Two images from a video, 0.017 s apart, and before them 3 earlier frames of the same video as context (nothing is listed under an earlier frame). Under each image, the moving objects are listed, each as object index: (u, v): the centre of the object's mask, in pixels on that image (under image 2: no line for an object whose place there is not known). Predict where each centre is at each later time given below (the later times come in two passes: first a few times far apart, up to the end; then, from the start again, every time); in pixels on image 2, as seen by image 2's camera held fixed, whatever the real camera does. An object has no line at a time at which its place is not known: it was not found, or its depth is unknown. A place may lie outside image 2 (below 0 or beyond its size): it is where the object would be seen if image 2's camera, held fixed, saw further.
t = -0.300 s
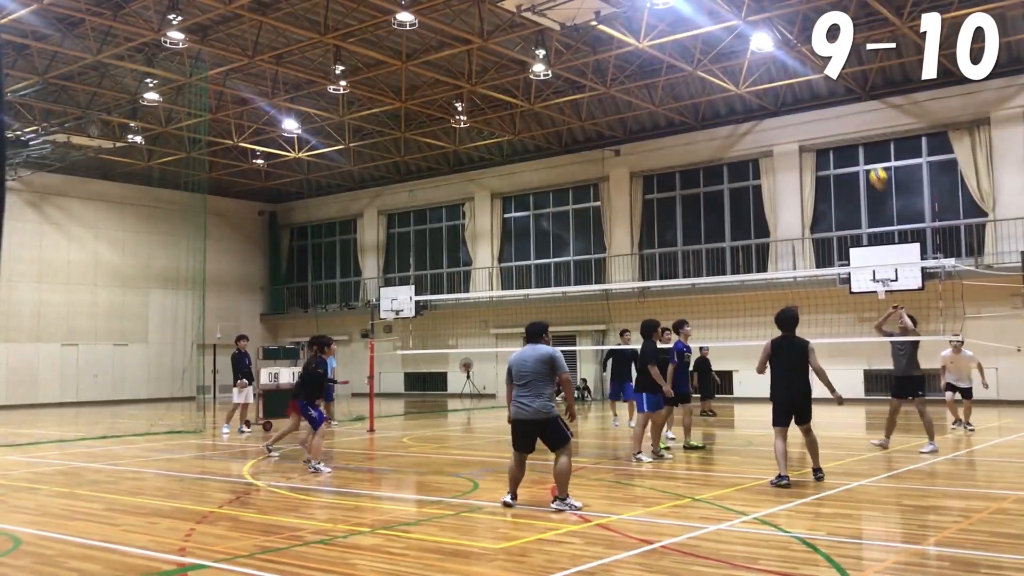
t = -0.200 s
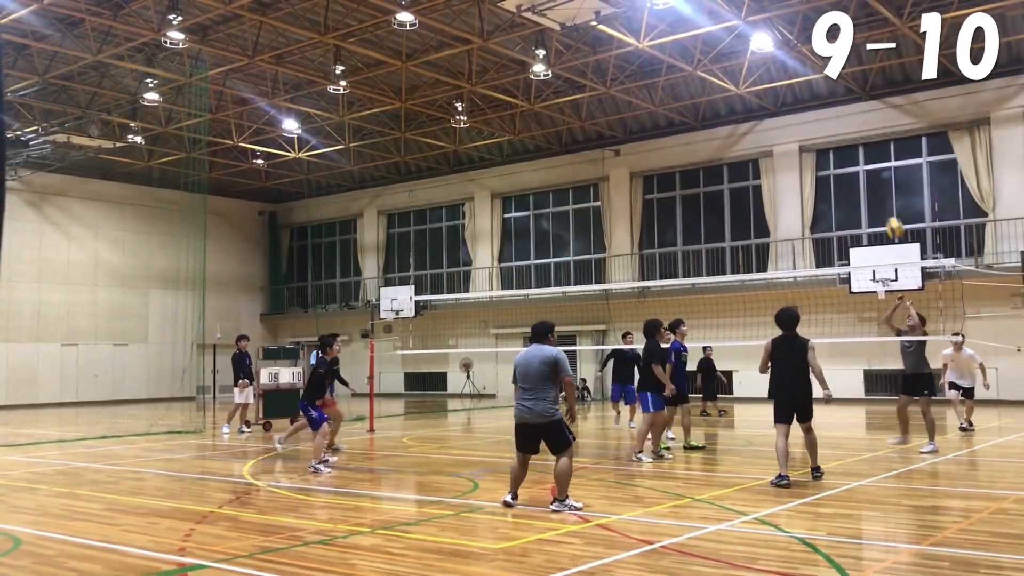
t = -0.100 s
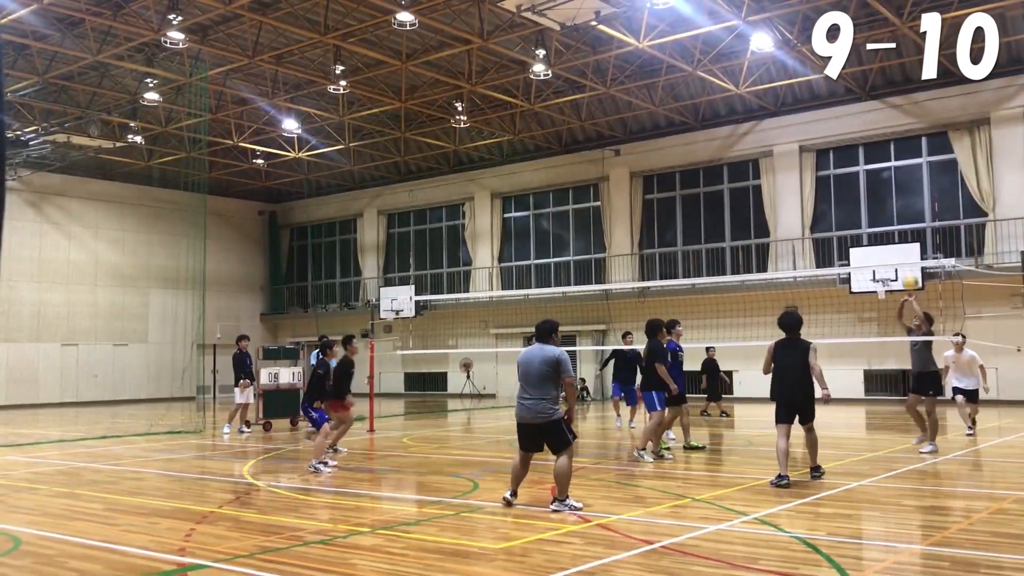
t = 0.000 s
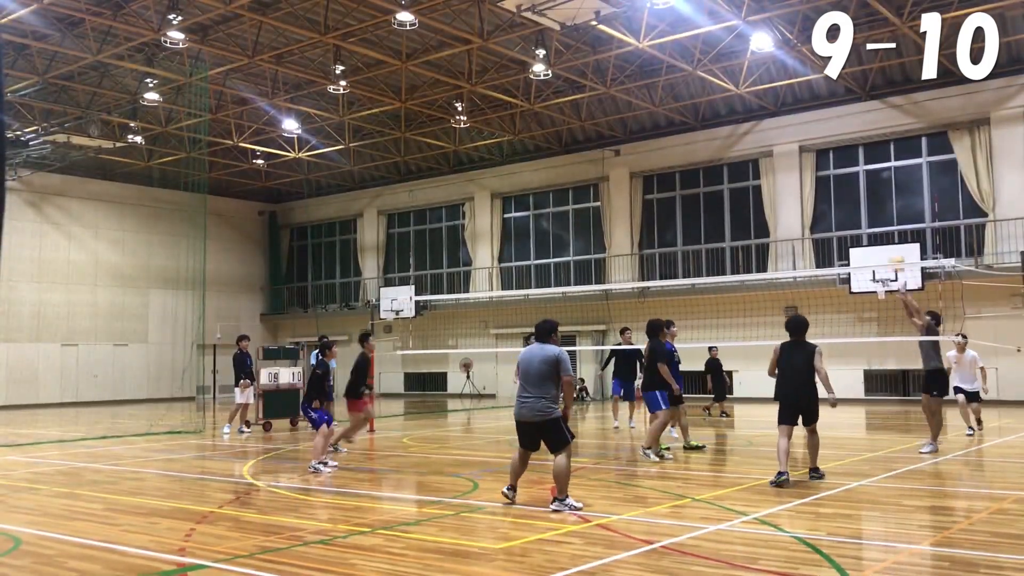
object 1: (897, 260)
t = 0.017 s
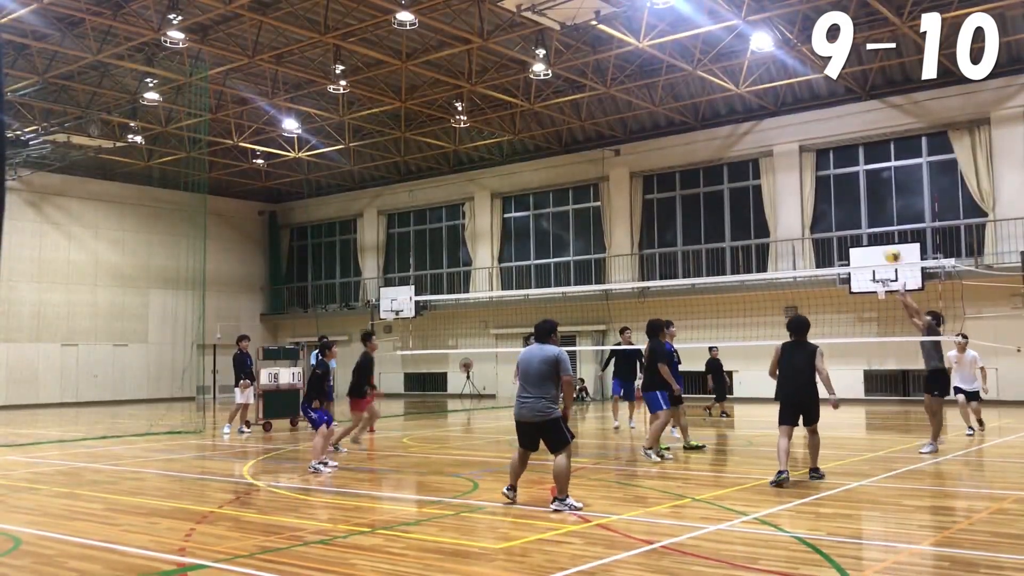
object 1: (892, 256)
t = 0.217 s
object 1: (843, 183)
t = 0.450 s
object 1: (793, 143)
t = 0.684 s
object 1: (750, 142)
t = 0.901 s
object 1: (716, 171)
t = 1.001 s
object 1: (702, 194)
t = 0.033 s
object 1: (888, 247)
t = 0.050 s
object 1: (883, 239)
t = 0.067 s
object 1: (879, 234)
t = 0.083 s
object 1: (875, 227)
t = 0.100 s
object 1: (871, 220)
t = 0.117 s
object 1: (867, 214)
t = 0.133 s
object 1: (862, 209)
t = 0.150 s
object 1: (858, 203)
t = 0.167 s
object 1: (854, 198)
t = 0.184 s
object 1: (850, 193)
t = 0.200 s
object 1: (846, 188)
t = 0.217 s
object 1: (843, 183)
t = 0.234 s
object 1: (839, 178)
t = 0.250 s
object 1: (835, 174)
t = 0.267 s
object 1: (831, 170)
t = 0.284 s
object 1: (828, 167)
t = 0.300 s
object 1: (823, 163)
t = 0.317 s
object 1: (821, 161)
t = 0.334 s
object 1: (818, 158)
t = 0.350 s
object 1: (814, 155)
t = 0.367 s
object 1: (810, 152)
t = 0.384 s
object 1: (806, 150)
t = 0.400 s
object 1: (803, 148)
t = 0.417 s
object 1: (800, 146)
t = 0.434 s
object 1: (797, 145)
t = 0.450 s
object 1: (793, 143)
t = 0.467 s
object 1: (791, 142)
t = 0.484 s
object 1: (787, 141)
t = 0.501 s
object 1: (785, 140)
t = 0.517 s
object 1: (781, 139)
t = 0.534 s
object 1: (778, 139)
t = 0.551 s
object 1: (775, 138)
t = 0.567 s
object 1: (771, 137)
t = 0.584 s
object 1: (768, 138)
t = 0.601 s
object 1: (765, 138)
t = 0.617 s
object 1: (762, 139)
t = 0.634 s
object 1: (759, 139)
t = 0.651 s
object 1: (756, 139)
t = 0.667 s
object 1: (753, 140)
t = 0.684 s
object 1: (750, 142)
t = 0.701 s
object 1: (748, 142)
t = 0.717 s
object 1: (745, 143)
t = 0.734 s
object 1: (743, 146)
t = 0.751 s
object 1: (740, 147)
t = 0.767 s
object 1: (738, 149)
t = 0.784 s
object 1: (734, 152)
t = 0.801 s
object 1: (731, 154)
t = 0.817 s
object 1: (729, 156)
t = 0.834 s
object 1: (727, 159)
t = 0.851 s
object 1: (724, 162)
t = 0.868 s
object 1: (721, 165)
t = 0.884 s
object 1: (718, 168)
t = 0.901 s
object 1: (716, 171)
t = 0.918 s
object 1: (714, 174)
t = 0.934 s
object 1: (711, 177)
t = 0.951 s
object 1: (709, 181)
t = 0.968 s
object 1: (706, 185)
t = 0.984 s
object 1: (705, 189)
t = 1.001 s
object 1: (702, 194)
